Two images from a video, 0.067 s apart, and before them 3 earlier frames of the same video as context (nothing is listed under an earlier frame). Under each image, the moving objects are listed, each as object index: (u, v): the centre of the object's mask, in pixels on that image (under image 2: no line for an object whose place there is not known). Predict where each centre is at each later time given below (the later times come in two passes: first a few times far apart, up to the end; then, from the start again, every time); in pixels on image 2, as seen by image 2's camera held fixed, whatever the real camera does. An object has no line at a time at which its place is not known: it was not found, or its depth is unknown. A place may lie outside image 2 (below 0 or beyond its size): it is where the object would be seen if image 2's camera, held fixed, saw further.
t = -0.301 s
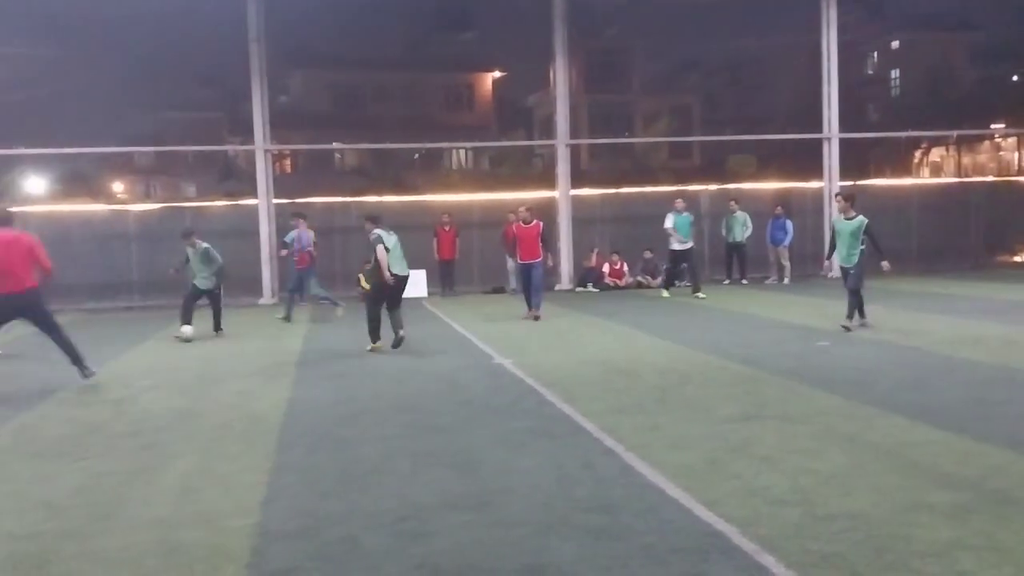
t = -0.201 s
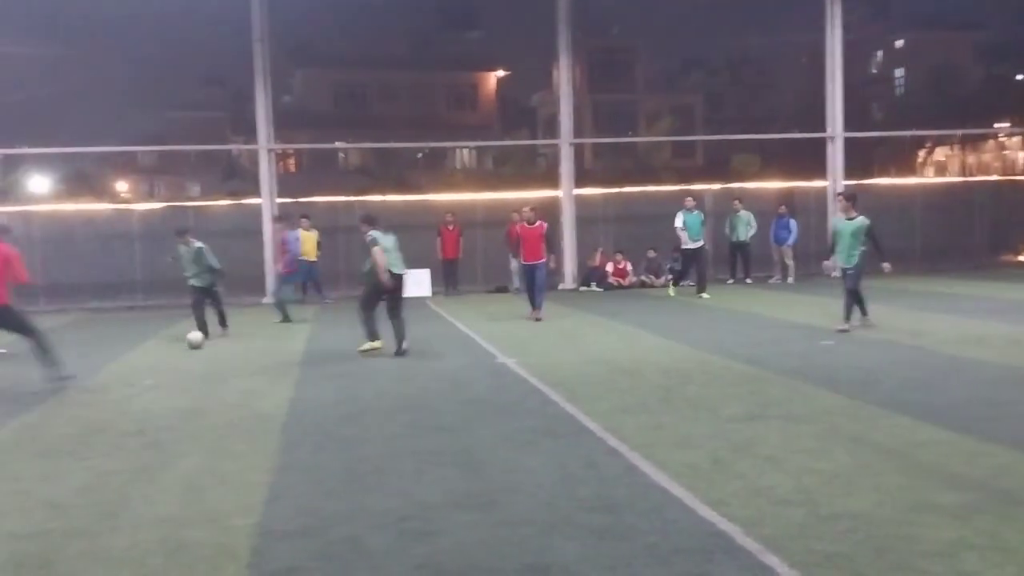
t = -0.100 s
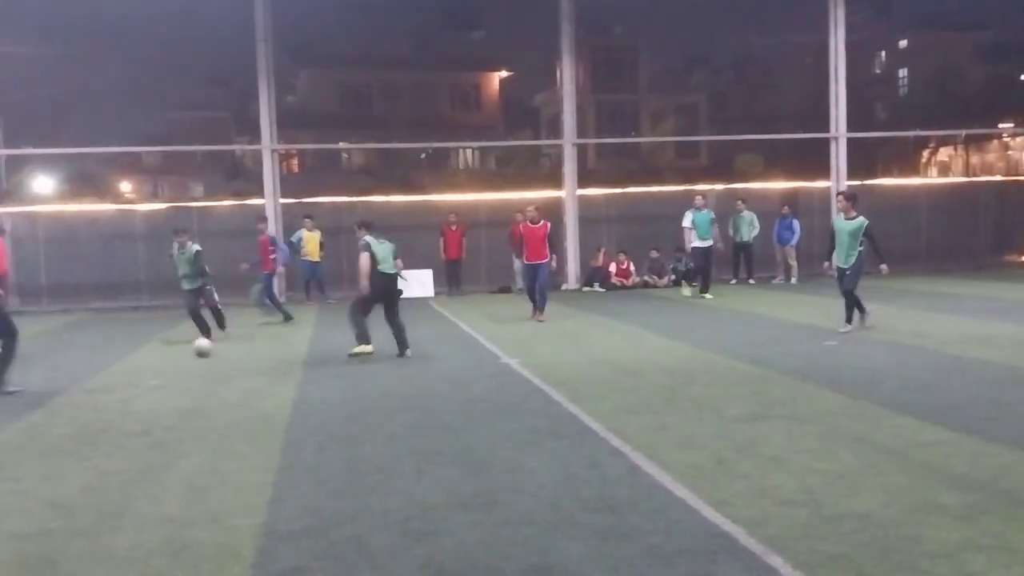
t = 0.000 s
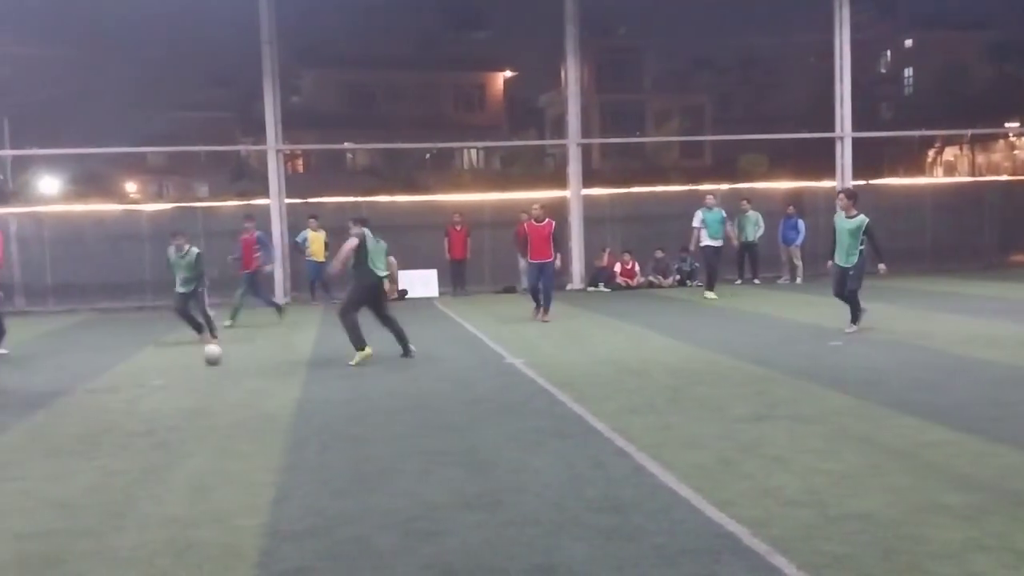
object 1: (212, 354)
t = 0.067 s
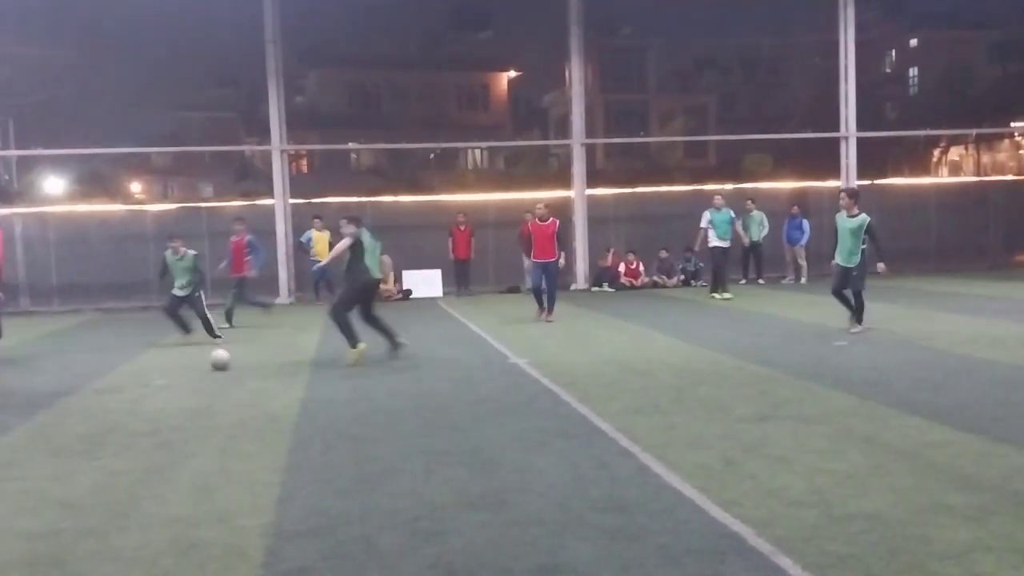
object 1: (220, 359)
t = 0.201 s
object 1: (225, 370)
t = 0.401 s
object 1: (232, 387)
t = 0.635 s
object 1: (241, 411)
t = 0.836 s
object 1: (249, 441)
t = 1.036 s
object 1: (258, 485)
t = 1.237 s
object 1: (266, 528)
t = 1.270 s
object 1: (270, 543)
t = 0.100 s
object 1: (221, 362)
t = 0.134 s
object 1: (222, 364)
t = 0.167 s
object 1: (223, 367)
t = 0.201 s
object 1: (225, 370)
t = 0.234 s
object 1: (226, 372)
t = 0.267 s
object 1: (228, 375)
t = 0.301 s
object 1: (228, 378)
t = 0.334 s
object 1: (230, 380)
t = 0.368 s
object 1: (231, 384)
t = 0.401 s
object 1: (232, 387)
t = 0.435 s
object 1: (233, 388)
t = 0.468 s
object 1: (234, 392)
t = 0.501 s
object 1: (236, 397)
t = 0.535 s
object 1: (237, 400)
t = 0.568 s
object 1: (237, 401)
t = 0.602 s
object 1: (239, 405)
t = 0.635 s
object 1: (241, 411)
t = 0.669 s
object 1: (241, 418)
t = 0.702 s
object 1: (243, 421)
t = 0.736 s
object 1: (245, 427)
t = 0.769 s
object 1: (247, 432)
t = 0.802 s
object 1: (248, 437)
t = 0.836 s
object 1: (249, 441)
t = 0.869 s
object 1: (250, 450)
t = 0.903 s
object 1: (252, 455)
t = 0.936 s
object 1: (253, 460)
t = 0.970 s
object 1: (254, 465)
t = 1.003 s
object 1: (256, 475)
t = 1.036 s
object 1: (258, 485)
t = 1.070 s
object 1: (258, 489)
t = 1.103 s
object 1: (261, 496)
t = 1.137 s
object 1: (262, 507)
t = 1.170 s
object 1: (265, 520)
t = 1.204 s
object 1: (265, 526)
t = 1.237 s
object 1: (266, 528)
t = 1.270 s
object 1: (270, 543)
